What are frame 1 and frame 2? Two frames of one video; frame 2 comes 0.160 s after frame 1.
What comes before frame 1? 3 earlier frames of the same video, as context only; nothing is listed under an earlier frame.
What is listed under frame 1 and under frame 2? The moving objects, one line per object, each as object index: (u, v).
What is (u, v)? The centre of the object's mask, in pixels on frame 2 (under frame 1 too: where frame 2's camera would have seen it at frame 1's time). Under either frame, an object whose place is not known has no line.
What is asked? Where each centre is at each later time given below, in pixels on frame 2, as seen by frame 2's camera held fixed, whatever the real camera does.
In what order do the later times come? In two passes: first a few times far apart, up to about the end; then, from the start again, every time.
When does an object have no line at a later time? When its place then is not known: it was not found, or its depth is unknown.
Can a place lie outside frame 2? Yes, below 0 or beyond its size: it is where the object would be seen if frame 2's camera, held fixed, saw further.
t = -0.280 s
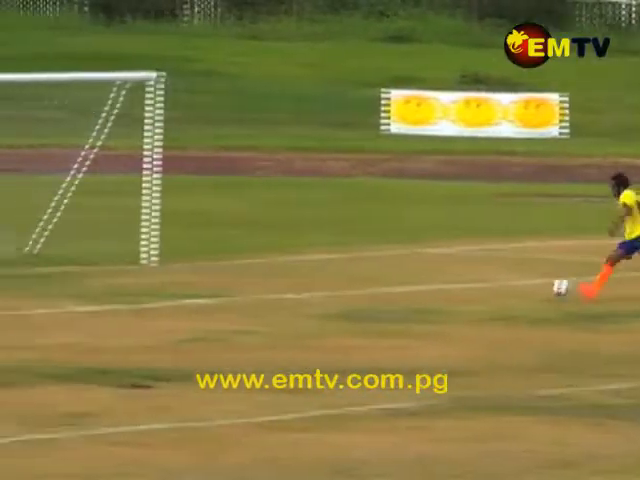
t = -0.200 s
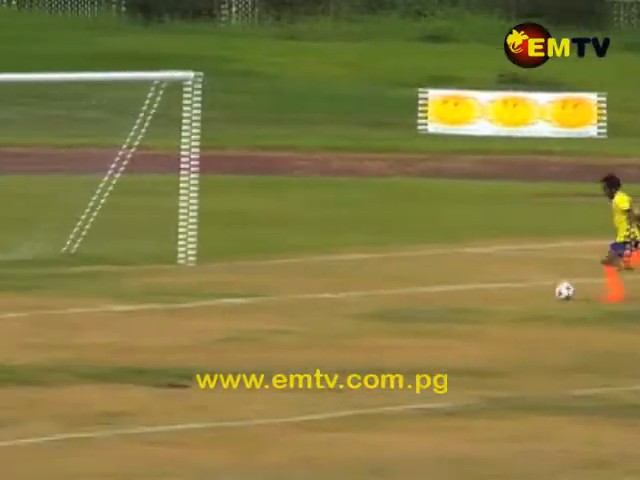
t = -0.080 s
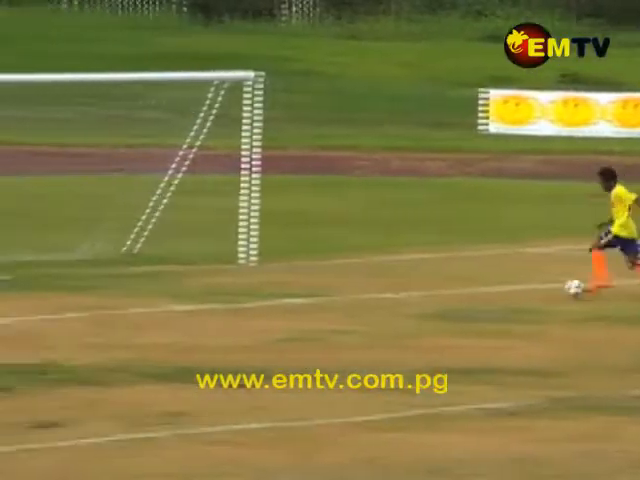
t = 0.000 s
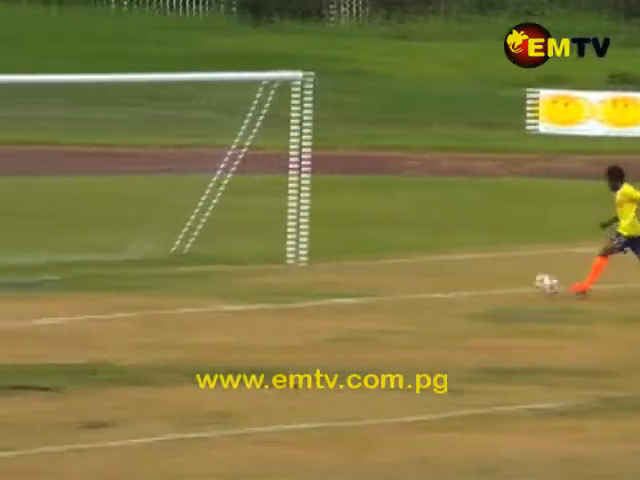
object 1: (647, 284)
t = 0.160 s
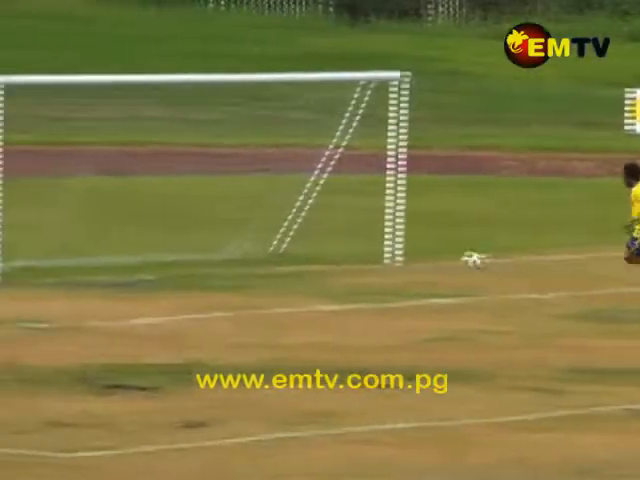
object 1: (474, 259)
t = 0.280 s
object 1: (354, 259)
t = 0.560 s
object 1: (124, 244)
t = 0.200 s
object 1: (434, 257)
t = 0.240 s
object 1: (394, 258)
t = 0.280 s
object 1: (354, 259)
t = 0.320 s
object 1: (316, 262)
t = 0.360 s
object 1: (276, 268)
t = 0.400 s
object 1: (240, 272)
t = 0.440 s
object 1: (207, 264)
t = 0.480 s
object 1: (179, 256)
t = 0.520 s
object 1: (152, 249)
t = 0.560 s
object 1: (124, 244)
